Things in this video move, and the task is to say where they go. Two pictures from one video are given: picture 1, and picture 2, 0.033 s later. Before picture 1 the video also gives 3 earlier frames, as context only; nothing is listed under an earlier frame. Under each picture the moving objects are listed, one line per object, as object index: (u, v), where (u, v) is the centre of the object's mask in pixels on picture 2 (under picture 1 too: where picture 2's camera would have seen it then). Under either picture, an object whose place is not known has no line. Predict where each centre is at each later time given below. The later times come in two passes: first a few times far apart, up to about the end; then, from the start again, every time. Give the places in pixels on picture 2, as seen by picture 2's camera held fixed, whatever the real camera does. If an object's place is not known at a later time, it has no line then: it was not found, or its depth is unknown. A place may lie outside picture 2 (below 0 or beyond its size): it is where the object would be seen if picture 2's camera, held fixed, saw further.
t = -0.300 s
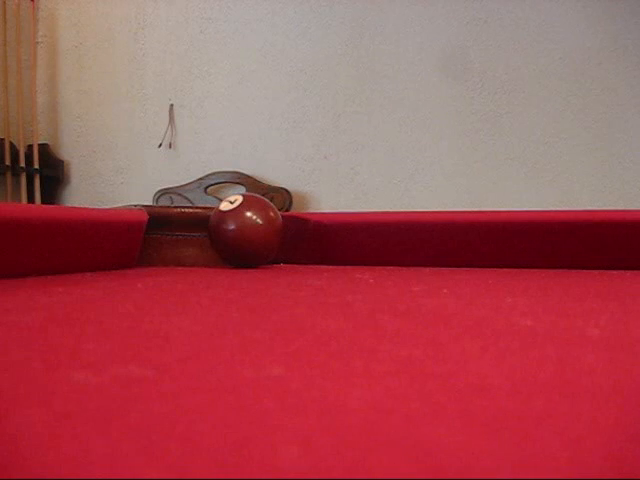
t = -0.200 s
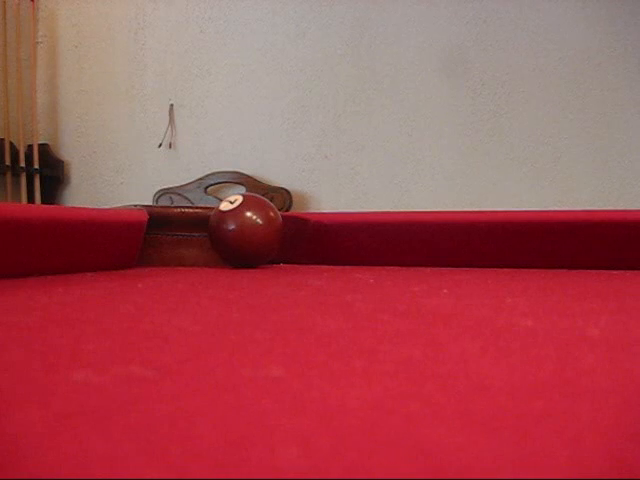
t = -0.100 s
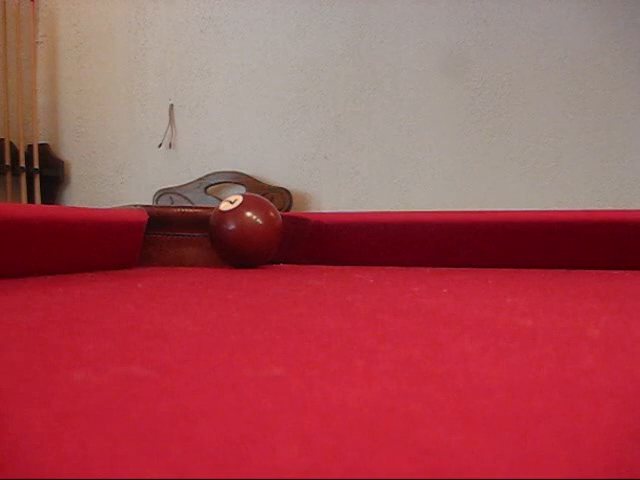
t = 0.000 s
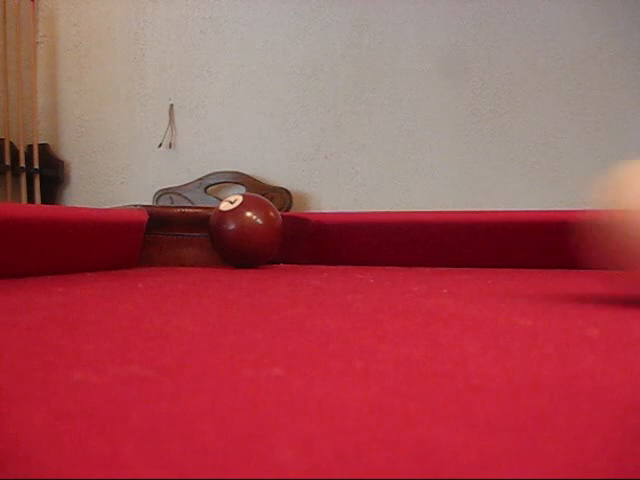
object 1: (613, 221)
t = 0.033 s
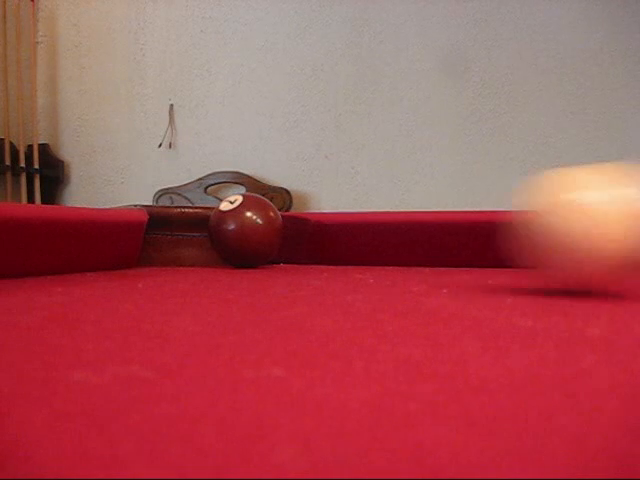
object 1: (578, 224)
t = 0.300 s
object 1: (249, 229)
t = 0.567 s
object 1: (55, 228)
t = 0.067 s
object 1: (524, 226)
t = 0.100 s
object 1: (466, 227)
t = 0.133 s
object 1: (422, 229)
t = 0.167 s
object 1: (385, 230)
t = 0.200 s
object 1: (350, 230)
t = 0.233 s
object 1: (315, 230)
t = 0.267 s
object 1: (280, 230)
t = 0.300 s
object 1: (249, 229)
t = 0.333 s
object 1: (218, 229)
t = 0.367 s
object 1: (181, 229)
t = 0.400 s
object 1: (144, 230)
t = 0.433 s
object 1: (106, 229)
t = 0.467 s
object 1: (89, 229)
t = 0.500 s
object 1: (78, 229)
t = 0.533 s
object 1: (65, 228)
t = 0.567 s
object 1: (55, 228)
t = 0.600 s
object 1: (47, 227)
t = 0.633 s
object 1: (41, 227)
